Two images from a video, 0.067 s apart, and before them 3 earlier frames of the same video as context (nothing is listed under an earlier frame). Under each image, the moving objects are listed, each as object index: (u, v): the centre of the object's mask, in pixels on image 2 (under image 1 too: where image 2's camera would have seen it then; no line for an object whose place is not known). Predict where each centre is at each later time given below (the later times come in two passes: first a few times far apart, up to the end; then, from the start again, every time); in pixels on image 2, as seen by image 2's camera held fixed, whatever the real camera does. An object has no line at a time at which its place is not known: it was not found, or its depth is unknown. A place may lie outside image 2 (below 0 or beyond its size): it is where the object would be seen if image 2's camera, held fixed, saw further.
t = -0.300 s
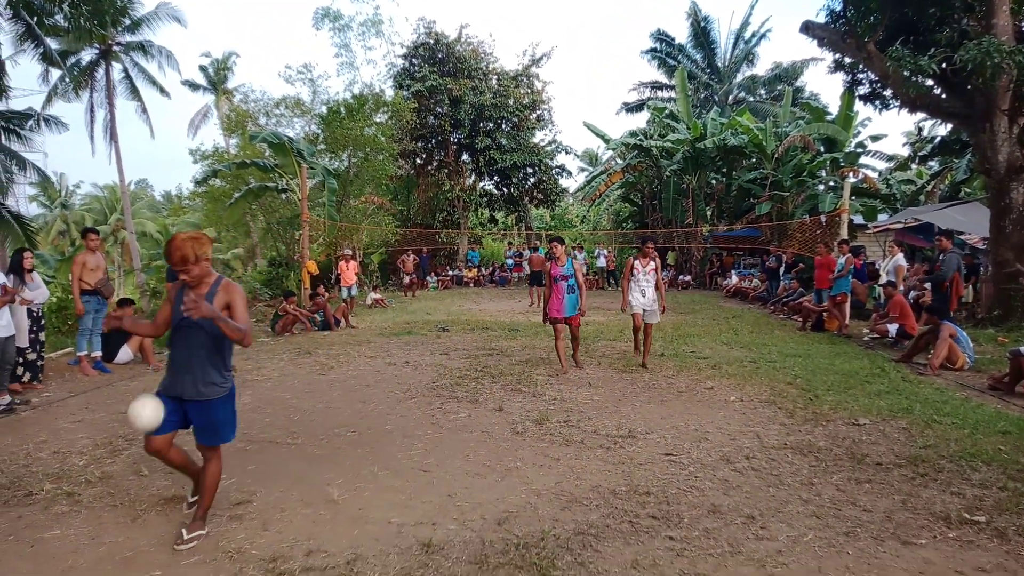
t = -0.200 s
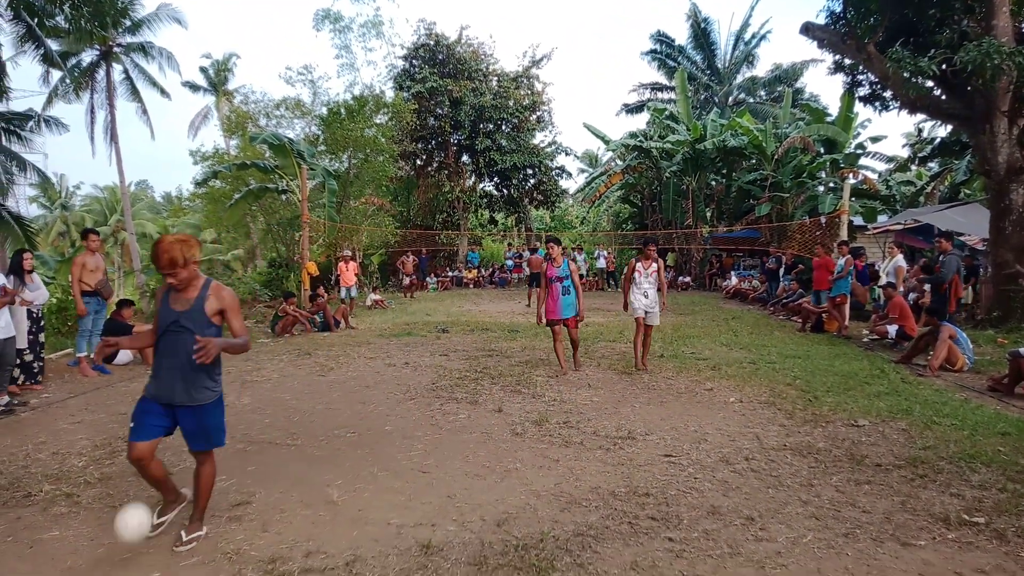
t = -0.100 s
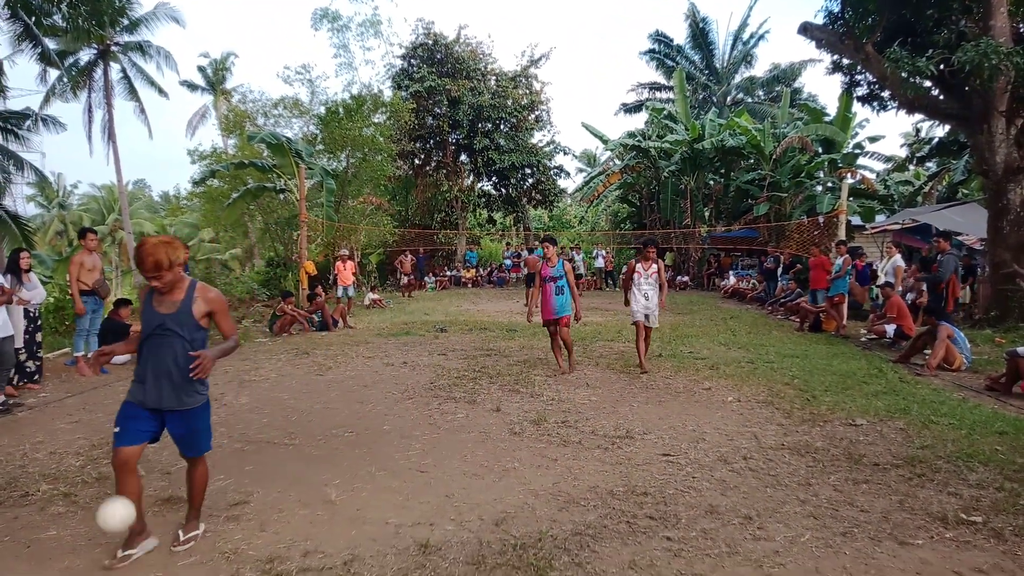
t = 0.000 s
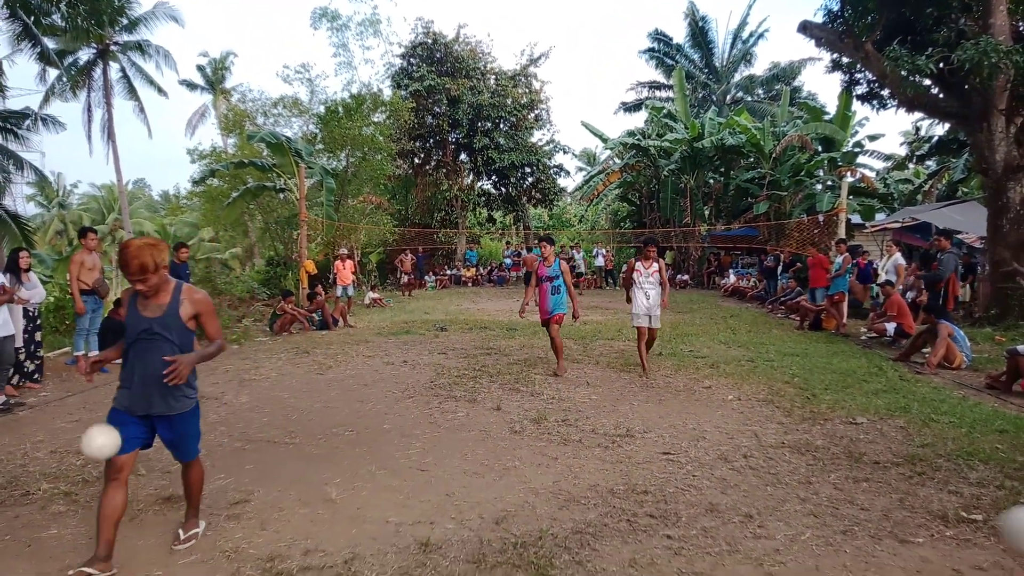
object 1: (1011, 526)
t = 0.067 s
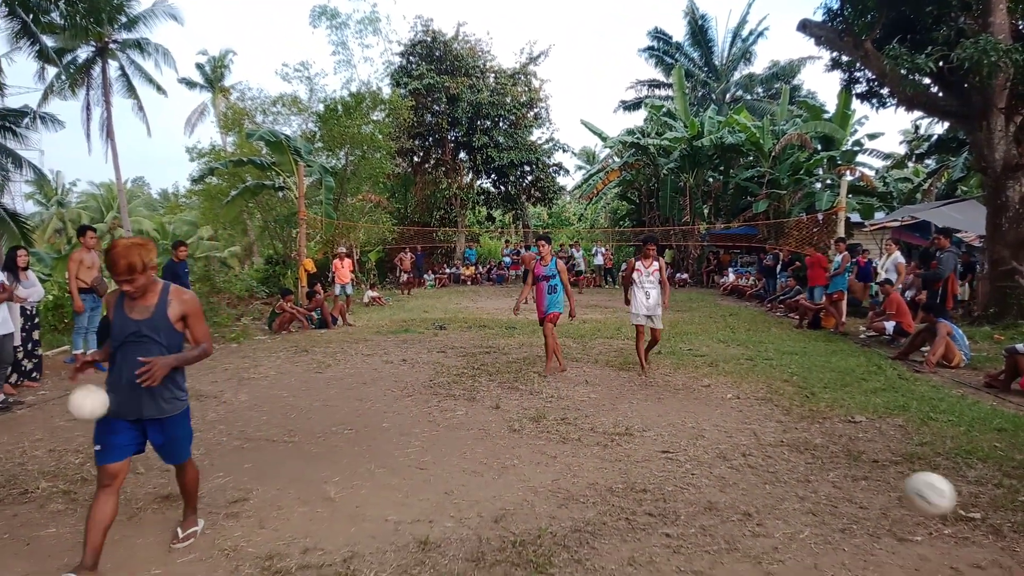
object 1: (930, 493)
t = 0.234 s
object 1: (785, 475)
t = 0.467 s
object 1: (727, 399)
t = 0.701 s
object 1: (709, 358)
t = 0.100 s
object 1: (892, 483)
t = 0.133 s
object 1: (859, 477)
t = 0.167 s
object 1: (831, 474)
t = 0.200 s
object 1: (806, 474)
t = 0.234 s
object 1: (785, 475)
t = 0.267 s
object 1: (765, 478)
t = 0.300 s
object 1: (748, 484)
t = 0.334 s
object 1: (740, 469)
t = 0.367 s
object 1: (737, 448)
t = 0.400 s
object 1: (733, 429)
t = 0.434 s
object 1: (730, 412)
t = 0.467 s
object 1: (727, 399)
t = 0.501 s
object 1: (724, 387)
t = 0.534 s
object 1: (721, 378)
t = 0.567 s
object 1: (718, 371)
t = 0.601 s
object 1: (716, 365)
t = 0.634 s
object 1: (713, 361)
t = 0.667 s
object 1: (711, 359)
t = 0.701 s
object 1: (709, 358)
